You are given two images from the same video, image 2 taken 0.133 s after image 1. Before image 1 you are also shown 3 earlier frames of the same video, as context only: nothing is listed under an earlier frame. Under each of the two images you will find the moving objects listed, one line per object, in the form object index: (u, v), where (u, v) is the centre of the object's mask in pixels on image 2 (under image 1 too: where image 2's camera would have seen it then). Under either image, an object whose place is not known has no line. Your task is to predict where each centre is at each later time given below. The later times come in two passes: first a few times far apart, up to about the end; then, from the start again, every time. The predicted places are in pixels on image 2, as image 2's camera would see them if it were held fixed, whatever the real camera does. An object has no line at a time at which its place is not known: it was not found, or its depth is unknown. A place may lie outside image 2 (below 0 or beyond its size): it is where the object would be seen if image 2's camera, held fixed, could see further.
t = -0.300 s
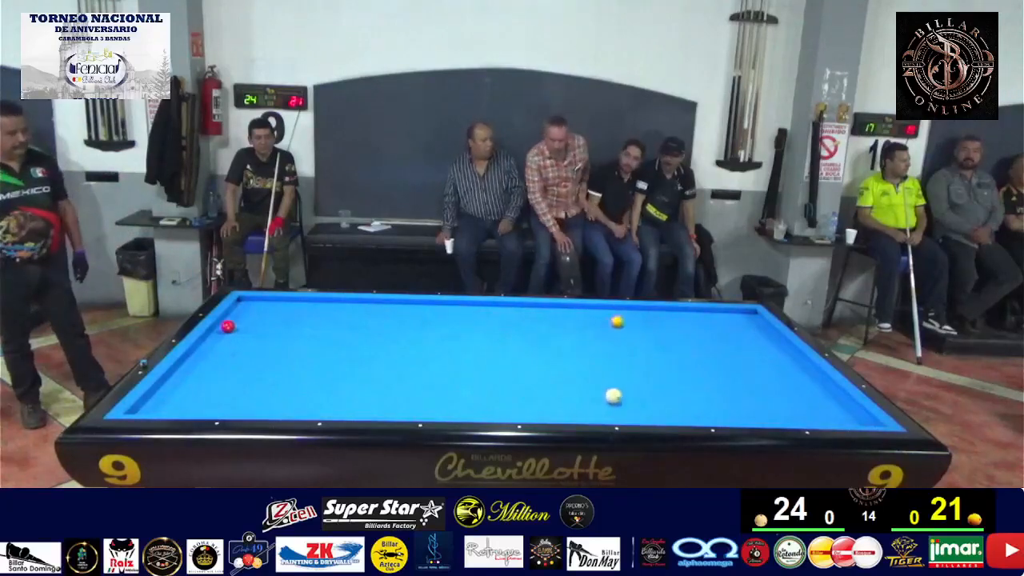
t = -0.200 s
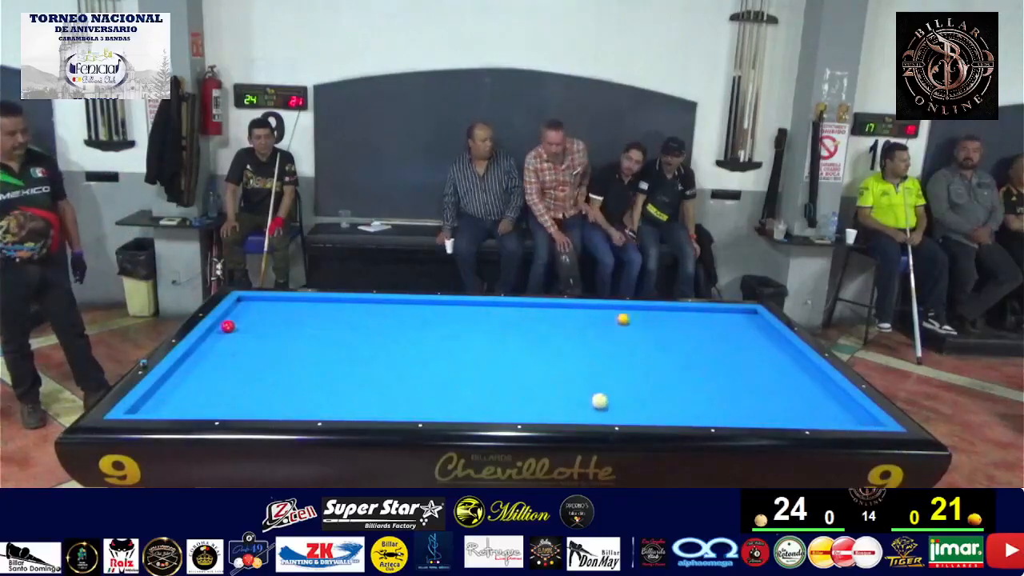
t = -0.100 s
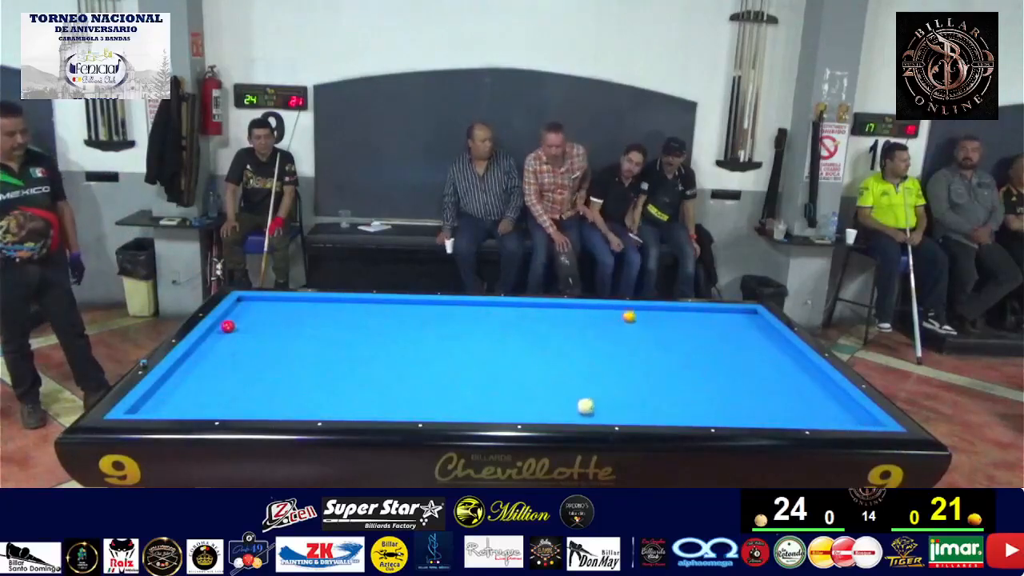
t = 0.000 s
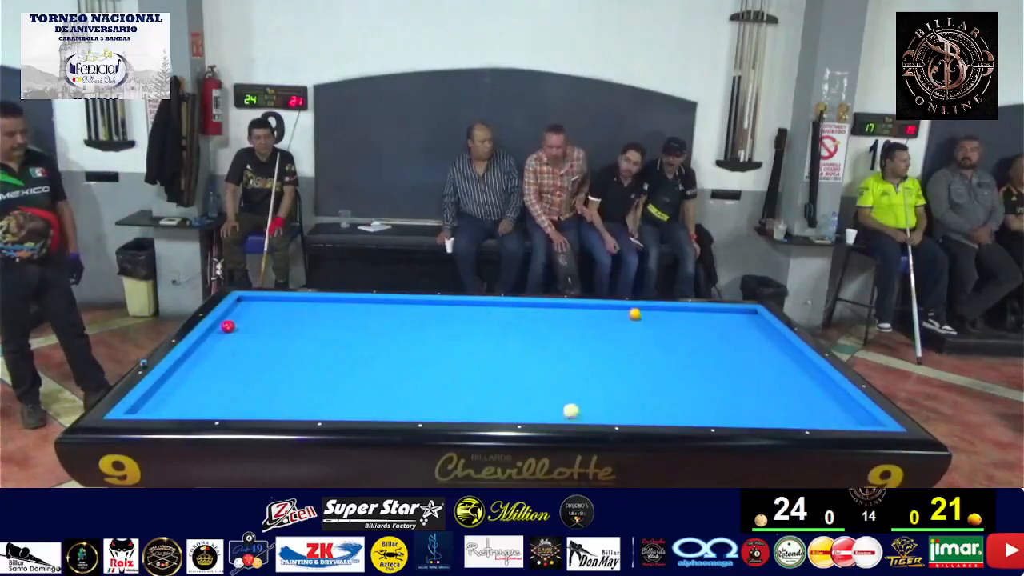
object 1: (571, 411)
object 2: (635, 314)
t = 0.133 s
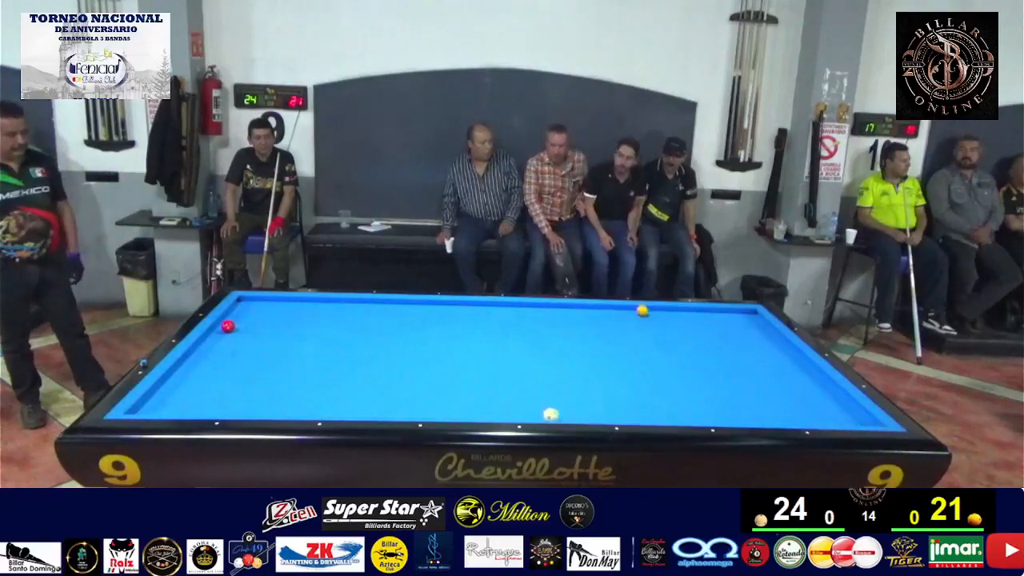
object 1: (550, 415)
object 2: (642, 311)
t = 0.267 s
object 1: (530, 411)
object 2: (649, 309)
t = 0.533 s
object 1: (491, 403)
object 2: (664, 312)
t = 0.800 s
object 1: (455, 395)
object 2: (678, 316)
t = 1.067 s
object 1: (421, 387)
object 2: (691, 319)
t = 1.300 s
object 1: (392, 381)
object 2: (702, 322)
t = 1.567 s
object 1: (362, 374)
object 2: (716, 326)
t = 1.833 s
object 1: (333, 368)
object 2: (728, 329)
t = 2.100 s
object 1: (306, 361)
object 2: (740, 332)
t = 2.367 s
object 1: (280, 356)
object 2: (752, 336)
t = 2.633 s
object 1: (255, 351)
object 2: (763, 339)
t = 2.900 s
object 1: (232, 345)
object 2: (773, 341)
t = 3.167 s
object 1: (210, 341)
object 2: (784, 345)
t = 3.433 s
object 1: (217, 336)
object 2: (791, 347)
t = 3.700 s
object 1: (234, 332)
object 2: (790, 348)
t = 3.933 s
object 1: (249, 329)
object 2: (788, 349)
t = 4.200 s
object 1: (263, 326)
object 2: (787, 350)
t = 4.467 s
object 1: (277, 323)
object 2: (786, 351)
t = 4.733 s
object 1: (290, 320)
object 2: (784, 352)
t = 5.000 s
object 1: (302, 318)
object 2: (783, 352)
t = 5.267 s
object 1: (313, 315)
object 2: (782, 352)
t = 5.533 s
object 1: (322, 314)
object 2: (783, 353)
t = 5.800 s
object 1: (331, 312)
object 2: (782, 353)
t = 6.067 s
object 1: (340, 310)
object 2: (782, 353)
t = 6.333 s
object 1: (347, 308)
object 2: (782, 353)
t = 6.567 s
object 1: (353, 307)
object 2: (782, 353)
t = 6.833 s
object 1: (359, 306)
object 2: (782, 353)
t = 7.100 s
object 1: (364, 305)
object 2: (782, 353)
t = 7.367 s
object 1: (369, 304)
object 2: (782, 353)
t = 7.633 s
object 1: (373, 303)
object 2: (782, 353)
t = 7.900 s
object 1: (377, 303)
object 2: (782, 353)
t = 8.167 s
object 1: (380, 302)
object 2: (782, 353)
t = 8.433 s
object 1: (383, 302)
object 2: (782, 353)
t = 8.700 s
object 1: (384, 302)
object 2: (782, 353)
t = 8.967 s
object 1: (385, 301)
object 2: (782, 353)
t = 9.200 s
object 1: (386, 302)
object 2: (782, 353)
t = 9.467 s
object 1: (386, 302)
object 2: (782, 353)
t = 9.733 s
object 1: (386, 301)
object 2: (782, 353)
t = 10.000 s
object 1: (386, 301)
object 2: (782, 353)
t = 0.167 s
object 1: (545, 414)
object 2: (644, 310)
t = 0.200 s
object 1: (540, 413)
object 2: (646, 309)
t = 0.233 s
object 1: (535, 411)
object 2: (648, 309)
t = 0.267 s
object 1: (530, 411)
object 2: (649, 309)
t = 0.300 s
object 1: (525, 410)
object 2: (651, 309)
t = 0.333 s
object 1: (520, 409)
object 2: (653, 309)
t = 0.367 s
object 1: (515, 409)
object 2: (655, 310)
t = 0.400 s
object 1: (510, 407)
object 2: (657, 310)
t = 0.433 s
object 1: (506, 406)
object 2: (658, 311)
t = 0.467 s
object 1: (501, 405)
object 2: (660, 311)
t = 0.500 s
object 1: (496, 404)
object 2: (662, 312)
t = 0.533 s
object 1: (491, 403)
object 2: (664, 312)
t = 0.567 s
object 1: (486, 402)
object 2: (665, 313)
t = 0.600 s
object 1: (482, 401)
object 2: (667, 313)
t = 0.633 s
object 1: (477, 400)
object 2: (669, 313)
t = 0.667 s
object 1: (473, 399)
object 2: (671, 314)
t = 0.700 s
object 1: (468, 398)
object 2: (672, 314)
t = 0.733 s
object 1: (464, 397)
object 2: (674, 315)
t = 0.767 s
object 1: (460, 396)
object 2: (676, 315)
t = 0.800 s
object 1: (455, 395)
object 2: (678, 316)
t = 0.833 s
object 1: (450, 394)
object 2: (679, 316)
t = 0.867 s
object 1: (446, 393)
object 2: (681, 316)
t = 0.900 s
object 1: (442, 392)
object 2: (683, 317)
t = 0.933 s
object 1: (437, 391)
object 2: (684, 317)
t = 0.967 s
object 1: (433, 390)
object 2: (686, 318)
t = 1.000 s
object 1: (429, 389)
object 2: (688, 318)
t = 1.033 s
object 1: (425, 388)
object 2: (689, 319)
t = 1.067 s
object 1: (421, 387)
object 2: (691, 319)
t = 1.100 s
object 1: (416, 386)
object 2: (693, 320)
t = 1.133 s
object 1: (412, 385)
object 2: (695, 320)
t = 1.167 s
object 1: (408, 385)
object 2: (696, 320)
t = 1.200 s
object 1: (404, 383)
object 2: (698, 321)
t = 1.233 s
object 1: (400, 383)
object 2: (699, 321)
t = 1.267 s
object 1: (396, 382)
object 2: (701, 322)
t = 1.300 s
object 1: (392, 381)
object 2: (702, 322)
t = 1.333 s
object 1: (388, 380)
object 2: (704, 323)
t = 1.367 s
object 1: (384, 379)
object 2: (706, 323)
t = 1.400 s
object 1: (381, 378)
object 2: (708, 324)
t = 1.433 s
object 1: (377, 377)
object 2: (709, 324)
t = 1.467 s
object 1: (373, 377)
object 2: (711, 325)
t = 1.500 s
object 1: (369, 376)
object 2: (713, 325)
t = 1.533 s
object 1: (365, 375)
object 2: (714, 326)
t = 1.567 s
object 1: (362, 374)
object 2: (716, 326)
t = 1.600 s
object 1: (358, 373)
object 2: (717, 326)
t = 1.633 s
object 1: (354, 373)
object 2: (719, 327)
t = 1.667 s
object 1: (350, 372)
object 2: (720, 327)
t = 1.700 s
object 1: (347, 371)
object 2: (722, 328)
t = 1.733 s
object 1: (343, 370)
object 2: (724, 328)
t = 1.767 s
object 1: (340, 369)
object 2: (725, 328)
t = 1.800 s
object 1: (336, 368)
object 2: (727, 329)
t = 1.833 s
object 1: (333, 368)
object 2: (728, 329)
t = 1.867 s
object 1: (329, 367)
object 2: (729, 330)
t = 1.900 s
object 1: (325, 366)
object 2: (731, 330)
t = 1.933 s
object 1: (322, 365)
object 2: (733, 330)
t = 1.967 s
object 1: (319, 365)
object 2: (734, 331)
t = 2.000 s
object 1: (315, 364)
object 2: (736, 331)
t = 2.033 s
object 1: (312, 363)
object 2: (737, 331)
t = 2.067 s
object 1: (309, 362)
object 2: (739, 332)
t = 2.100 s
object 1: (306, 361)
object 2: (740, 332)
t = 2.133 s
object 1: (303, 361)
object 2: (741, 333)
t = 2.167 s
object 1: (299, 360)
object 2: (743, 333)
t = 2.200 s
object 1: (296, 359)
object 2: (745, 334)
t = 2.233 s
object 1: (293, 359)
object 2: (746, 334)
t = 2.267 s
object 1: (289, 358)
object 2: (748, 334)
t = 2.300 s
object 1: (286, 357)
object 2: (749, 335)
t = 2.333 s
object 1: (283, 357)
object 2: (750, 335)
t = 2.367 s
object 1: (280, 356)
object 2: (752, 336)
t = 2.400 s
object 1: (277, 355)
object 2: (753, 336)
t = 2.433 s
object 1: (274, 354)
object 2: (755, 336)
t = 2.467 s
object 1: (271, 354)
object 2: (756, 337)
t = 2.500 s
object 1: (268, 353)
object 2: (757, 338)
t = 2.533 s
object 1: (264, 353)
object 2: (759, 338)
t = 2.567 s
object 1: (261, 352)
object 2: (760, 338)
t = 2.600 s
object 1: (258, 351)
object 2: (762, 339)
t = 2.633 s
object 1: (255, 351)
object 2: (763, 339)
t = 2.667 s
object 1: (252, 350)
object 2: (764, 339)
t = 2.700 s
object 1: (250, 349)
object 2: (766, 340)
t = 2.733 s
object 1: (247, 349)
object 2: (767, 340)
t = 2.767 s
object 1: (244, 348)
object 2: (769, 340)
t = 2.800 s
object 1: (241, 347)
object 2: (770, 341)
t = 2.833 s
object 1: (238, 347)
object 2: (771, 341)
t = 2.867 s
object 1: (235, 346)
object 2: (773, 341)
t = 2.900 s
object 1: (232, 345)
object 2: (773, 341)
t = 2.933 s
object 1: (230, 345)
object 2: (775, 342)
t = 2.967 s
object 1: (227, 344)
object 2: (776, 343)
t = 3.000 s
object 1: (224, 344)
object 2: (778, 343)
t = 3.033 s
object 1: (221, 343)
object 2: (779, 343)
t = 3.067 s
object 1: (218, 342)
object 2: (780, 344)
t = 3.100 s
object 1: (216, 342)
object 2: (781, 344)
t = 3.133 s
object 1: (213, 341)
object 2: (782, 344)
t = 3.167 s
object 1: (210, 341)
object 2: (784, 345)
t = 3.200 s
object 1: (208, 340)
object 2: (785, 345)
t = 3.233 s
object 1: (205, 340)
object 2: (786, 345)
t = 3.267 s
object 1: (206, 339)
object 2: (787, 345)
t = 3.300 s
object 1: (208, 338)
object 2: (788, 346)
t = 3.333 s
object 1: (210, 338)
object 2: (789, 346)
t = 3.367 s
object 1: (212, 337)
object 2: (790, 347)
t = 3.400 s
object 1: (215, 337)
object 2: (791, 347)
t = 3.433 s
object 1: (217, 336)
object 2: (791, 347)
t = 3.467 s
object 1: (219, 336)
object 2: (791, 347)
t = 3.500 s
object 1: (222, 335)
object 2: (791, 347)
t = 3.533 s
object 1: (224, 335)
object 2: (791, 347)
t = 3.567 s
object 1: (226, 334)
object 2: (790, 348)
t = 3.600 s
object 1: (228, 333)
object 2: (790, 348)
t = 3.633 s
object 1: (230, 333)
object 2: (790, 348)
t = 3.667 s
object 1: (232, 333)
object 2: (790, 348)
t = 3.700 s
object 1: (234, 332)
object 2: (790, 348)
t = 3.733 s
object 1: (237, 332)
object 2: (789, 349)
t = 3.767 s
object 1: (238, 331)
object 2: (789, 349)
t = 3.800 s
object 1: (241, 331)
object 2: (789, 349)
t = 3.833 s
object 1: (242, 331)
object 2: (789, 349)
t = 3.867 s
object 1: (244, 330)
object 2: (789, 349)
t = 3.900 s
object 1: (247, 330)
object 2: (789, 349)
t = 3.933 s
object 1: (249, 329)
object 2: (788, 349)
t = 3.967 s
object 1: (250, 329)
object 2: (788, 349)
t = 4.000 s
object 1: (252, 328)
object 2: (788, 350)
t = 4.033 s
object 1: (254, 328)
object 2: (788, 350)
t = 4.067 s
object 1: (256, 328)
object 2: (788, 350)
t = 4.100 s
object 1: (258, 327)
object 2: (788, 350)
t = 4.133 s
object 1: (260, 327)
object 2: (787, 350)
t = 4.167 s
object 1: (262, 326)
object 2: (787, 350)
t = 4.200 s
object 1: (263, 326)
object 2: (787, 350)
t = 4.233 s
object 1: (265, 326)
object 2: (787, 351)
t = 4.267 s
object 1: (267, 325)
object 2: (787, 351)
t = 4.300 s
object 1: (269, 325)
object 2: (786, 351)
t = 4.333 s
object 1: (271, 324)
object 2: (786, 351)
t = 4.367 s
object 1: (272, 324)
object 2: (786, 351)
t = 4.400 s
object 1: (274, 324)
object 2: (786, 351)
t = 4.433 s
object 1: (275, 323)
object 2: (786, 351)
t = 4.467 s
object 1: (277, 323)
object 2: (786, 351)
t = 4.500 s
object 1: (279, 323)
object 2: (786, 351)
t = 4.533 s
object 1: (281, 322)
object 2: (785, 351)
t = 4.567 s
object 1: (282, 322)
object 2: (785, 352)
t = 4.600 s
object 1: (284, 322)
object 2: (785, 352)
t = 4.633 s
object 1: (285, 321)
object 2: (785, 352)
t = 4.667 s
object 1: (287, 321)
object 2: (785, 352)
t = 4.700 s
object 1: (288, 321)
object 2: (785, 352)
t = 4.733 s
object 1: (290, 320)
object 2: (784, 352)
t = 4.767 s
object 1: (291, 320)
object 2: (784, 352)
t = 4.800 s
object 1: (293, 320)
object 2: (784, 352)
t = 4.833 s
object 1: (295, 320)
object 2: (784, 352)
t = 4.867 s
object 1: (296, 319)
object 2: (784, 352)
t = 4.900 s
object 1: (298, 319)
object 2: (783, 352)
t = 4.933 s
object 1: (299, 318)
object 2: (783, 352)
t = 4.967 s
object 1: (300, 318)
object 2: (783, 352)
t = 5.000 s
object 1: (302, 318)
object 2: (783, 352)
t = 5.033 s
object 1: (303, 317)
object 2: (783, 352)
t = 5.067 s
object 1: (305, 317)
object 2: (783, 352)
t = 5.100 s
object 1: (306, 317)
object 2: (783, 352)
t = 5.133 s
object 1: (307, 316)
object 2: (783, 352)
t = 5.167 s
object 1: (308, 316)
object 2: (783, 352)
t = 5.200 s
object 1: (310, 316)
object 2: (783, 352)
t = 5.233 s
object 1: (311, 316)
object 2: (782, 352)
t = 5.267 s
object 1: (313, 315)
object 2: (782, 352)
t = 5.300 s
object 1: (314, 315)
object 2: (782, 352)
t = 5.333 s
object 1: (315, 315)
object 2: (782, 353)
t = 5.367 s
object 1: (316, 315)
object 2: (782, 353)
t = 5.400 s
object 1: (318, 315)
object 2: (782, 353)
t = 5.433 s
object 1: (319, 314)
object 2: (782, 353)
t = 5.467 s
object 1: (320, 314)
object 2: (782, 353)
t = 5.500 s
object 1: (321, 314)
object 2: (783, 353)
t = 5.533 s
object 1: (322, 314)
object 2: (783, 353)
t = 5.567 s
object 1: (323, 313)
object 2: (783, 353)
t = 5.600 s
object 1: (325, 313)
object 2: (783, 353)
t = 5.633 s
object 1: (326, 313)
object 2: (783, 353)
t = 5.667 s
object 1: (327, 312)
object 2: (782, 353)
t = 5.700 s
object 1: (328, 312)
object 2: (782, 353)
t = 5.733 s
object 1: (329, 312)
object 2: (782, 353)
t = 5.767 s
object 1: (330, 312)
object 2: (782, 353)
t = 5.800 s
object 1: (331, 312)
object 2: (782, 353)
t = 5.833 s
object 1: (332, 311)
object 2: (782, 353)
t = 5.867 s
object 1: (334, 311)
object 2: (782, 353)
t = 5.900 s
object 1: (335, 311)
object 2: (782, 353)
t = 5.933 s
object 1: (336, 311)
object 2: (782, 353)
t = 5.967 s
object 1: (337, 310)
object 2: (782, 353)
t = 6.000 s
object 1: (338, 310)
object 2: (782, 353)
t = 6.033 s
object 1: (339, 310)
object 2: (782, 353)
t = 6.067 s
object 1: (340, 310)
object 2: (782, 353)
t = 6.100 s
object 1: (341, 310)
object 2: (782, 353)
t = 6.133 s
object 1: (342, 309)
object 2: (782, 353)
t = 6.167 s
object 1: (343, 309)
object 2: (782, 353)
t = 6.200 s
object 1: (343, 309)
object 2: (782, 353)
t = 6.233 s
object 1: (344, 309)
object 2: (782, 353)
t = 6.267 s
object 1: (345, 309)
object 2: (782, 353)
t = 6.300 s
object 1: (346, 309)
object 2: (782, 353)
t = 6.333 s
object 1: (347, 308)
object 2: (782, 353)
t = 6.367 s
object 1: (348, 308)
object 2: (782, 353)
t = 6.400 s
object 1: (349, 308)
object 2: (782, 353)
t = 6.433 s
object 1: (350, 308)
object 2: (782, 353)
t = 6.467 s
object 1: (350, 308)
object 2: (782, 353)
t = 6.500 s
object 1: (352, 308)
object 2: (782, 353)
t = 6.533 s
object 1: (352, 308)
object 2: (782, 353)
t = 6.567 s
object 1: (353, 307)
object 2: (782, 353)
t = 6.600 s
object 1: (354, 307)
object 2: (782, 353)
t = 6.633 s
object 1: (354, 307)
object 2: (782, 353)
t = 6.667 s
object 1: (355, 307)
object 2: (782, 353)
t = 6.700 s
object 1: (356, 307)
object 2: (782, 353)
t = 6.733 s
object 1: (357, 306)
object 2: (782, 353)
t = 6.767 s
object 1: (357, 306)
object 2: (782, 353)
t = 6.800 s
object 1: (358, 306)
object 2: (782, 353)
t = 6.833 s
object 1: (359, 306)
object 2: (782, 353)
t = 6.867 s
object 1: (360, 306)
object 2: (782, 353)
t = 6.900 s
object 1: (360, 306)
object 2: (782, 353)
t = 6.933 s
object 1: (361, 306)
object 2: (782, 353)
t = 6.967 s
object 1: (362, 306)
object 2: (782, 353)
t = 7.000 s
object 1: (363, 305)
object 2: (782, 353)
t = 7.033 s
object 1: (363, 305)
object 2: (782, 353)
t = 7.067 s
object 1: (364, 305)
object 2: (782, 353)
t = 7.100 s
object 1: (364, 305)
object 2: (782, 353)
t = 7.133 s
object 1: (365, 305)
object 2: (782, 353)
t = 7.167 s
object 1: (365, 305)
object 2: (782, 353)
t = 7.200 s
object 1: (366, 305)
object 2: (782, 353)
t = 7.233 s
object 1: (367, 305)
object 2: (782, 353)
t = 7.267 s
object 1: (367, 304)
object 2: (782, 353)
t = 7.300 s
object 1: (368, 304)
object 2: (782, 353)
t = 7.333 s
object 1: (368, 304)
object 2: (782, 353)
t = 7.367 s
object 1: (369, 304)
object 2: (782, 353)
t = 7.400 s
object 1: (369, 304)
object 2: (782, 353)
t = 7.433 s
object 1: (370, 304)
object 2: (782, 353)
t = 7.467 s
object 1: (370, 304)
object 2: (782, 353)
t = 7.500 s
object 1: (371, 304)
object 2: (782, 353)
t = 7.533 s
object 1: (371, 304)
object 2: (782, 353)
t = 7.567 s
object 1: (372, 304)
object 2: (782, 353)
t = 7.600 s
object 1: (373, 303)
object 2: (782, 353)
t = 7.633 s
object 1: (373, 303)
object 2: (782, 353)
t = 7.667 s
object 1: (374, 303)
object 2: (782, 353)
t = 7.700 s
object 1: (374, 303)
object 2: (782, 353)
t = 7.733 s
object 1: (375, 303)
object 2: (782, 353)
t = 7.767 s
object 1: (375, 303)
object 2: (782, 353)
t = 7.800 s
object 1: (375, 303)
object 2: (782, 353)
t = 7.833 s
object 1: (376, 303)
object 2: (782, 353)
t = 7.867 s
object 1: (376, 303)
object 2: (782, 353)
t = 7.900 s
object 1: (377, 303)
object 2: (782, 353)
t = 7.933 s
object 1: (377, 303)
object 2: (782, 353)
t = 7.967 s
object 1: (378, 303)
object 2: (782, 353)
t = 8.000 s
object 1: (378, 303)
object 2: (782, 353)
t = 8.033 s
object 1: (378, 303)
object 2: (782, 353)
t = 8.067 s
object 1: (379, 302)
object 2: (782, 353)
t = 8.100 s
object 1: (379, 302)
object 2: (782, 353)
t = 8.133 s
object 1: (380, 302)
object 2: (782, 353)
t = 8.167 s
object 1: (380, 302)
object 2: (782, 353)
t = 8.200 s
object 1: (380, 302)
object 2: (782, 353)
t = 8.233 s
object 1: (381, 302)
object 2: (782, 353)
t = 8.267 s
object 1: (381, 302)
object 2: (782, 353)
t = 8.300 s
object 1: (381, 302)
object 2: (782, 353)
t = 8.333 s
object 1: (382, 302)
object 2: (782, 353)
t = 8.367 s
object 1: (382, 302)
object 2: (782, 353)
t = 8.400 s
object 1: (382, 302)
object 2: (782, 353)
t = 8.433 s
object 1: (383, 302)
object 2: (782, 353)
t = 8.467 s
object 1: (383, 302)
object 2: (782, 353)
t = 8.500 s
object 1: (383, 302)
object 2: (782, 353)
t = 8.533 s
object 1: (383, 302)
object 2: (782, 353)
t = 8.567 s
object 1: (384, 302)
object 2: (782, 353)
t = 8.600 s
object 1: (384, 302)
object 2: (782, 353)
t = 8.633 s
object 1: (384, 302)
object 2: (782, 353)
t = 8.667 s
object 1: (384, 302)
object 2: (782, 353)
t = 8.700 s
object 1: (384, 302)
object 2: (782, 353)
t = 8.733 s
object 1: (385, 302)
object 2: (782, 353)
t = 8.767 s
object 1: (385, 302)
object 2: (782, 353)
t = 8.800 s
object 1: (385, 302)
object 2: (782, 353)
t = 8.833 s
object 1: (385, 302)
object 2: (782, 353)
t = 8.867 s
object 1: (385, 302)
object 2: (782, 353)
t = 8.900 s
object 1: (385, 302)
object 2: (782, 353)
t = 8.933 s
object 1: (385, 301)
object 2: (782, 353)
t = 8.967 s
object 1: (385, 301)
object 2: (782, 353)
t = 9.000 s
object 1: (385, 301)
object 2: (782, 353)
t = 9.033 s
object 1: (385, 301)
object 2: (782, 353)
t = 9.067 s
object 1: (386, 301)
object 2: (782, 353)
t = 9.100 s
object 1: (386, 301)
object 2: (782, 353)
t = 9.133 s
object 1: (386, 301)
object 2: (782, 353)
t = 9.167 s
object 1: (386, 301)
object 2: (783, 353)
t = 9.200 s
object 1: (386, 302)
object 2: (782, 353)
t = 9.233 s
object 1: (386, 302)
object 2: (782, 353)
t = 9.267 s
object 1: (386, 302)
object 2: (782, 353)
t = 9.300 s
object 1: (386, 302)
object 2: (782, 353)
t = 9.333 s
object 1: (386, 302)
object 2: (782, 353)
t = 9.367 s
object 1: (386, 302)
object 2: (782, 353)
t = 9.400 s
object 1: (386, 302)
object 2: (782, 353)
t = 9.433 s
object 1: (386, 302)
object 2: (782, 353)
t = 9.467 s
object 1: (386, 302)
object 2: (782, 353)
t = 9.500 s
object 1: (386, 302)
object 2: (782, 353)
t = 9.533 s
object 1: (386, 302)
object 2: (782, 353)
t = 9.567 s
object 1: (386, 301)
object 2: (782, 353)
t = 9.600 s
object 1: (386, 301)
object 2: (782, 353)
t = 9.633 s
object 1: (386, 301)
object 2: (782, 353)
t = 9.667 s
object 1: (386, 301)
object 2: (782, 353)
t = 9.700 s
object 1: (386, 301)
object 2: (782, 353)
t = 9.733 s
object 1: (386, 301)
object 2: (782, 353)
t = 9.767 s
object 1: (386, 301)
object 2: (782, 353)
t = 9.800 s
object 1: (386, 301)
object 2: (782, 353)
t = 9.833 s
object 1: (386, 301)
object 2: (782, 353)
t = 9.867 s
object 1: (386, 301)
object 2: (782, 353)
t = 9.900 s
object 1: (386, 301)
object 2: (782, 353)
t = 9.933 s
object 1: (386, 301)
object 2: (782, 353)
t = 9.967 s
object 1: (386, 301)
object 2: (782, 353)
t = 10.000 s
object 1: (386, 301)
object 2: (782, 353)
